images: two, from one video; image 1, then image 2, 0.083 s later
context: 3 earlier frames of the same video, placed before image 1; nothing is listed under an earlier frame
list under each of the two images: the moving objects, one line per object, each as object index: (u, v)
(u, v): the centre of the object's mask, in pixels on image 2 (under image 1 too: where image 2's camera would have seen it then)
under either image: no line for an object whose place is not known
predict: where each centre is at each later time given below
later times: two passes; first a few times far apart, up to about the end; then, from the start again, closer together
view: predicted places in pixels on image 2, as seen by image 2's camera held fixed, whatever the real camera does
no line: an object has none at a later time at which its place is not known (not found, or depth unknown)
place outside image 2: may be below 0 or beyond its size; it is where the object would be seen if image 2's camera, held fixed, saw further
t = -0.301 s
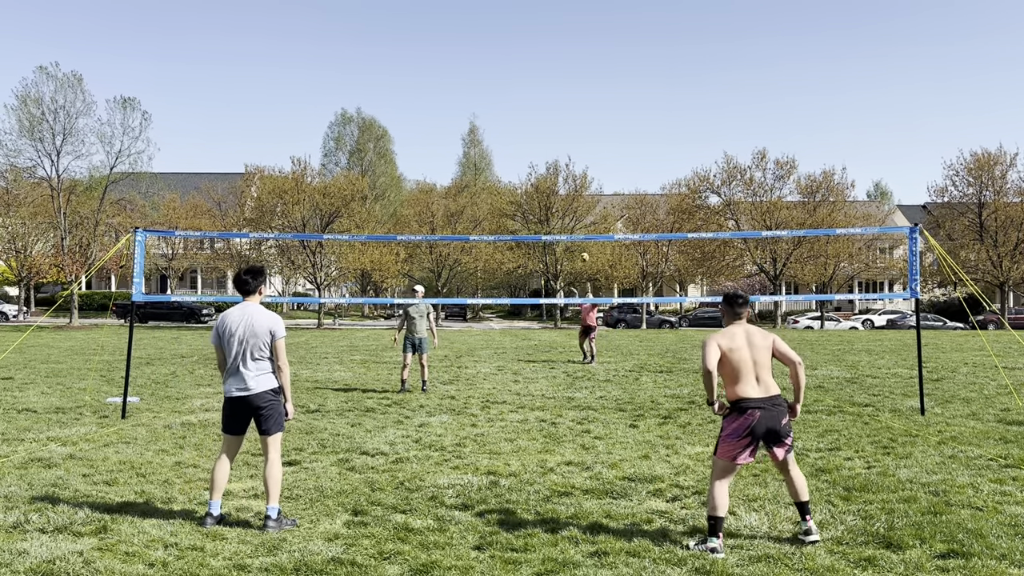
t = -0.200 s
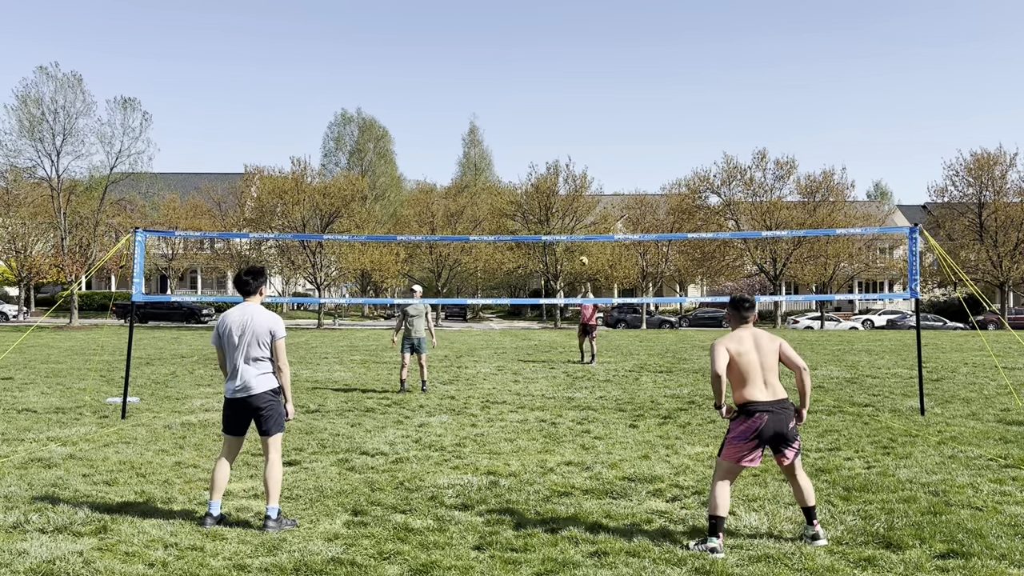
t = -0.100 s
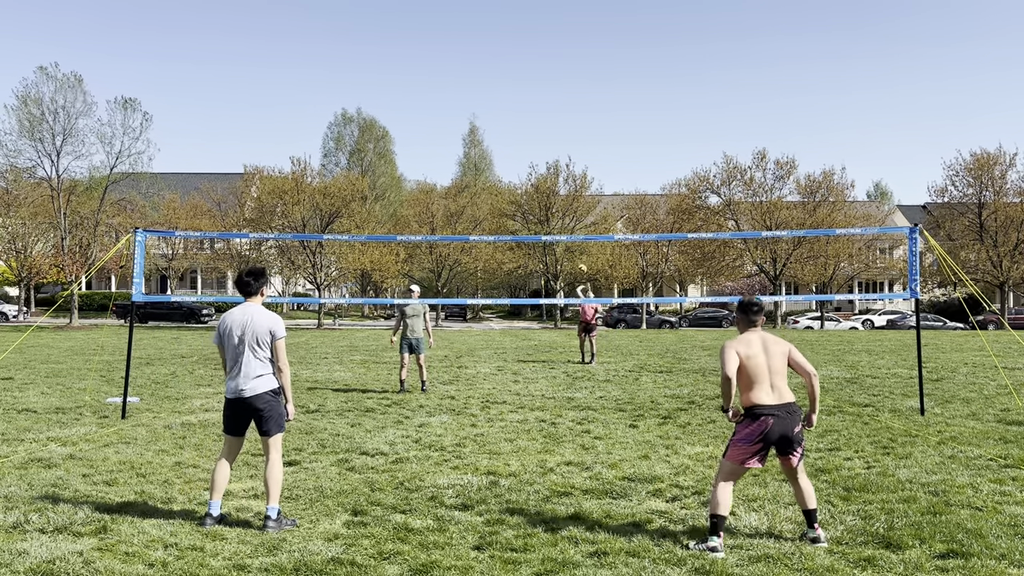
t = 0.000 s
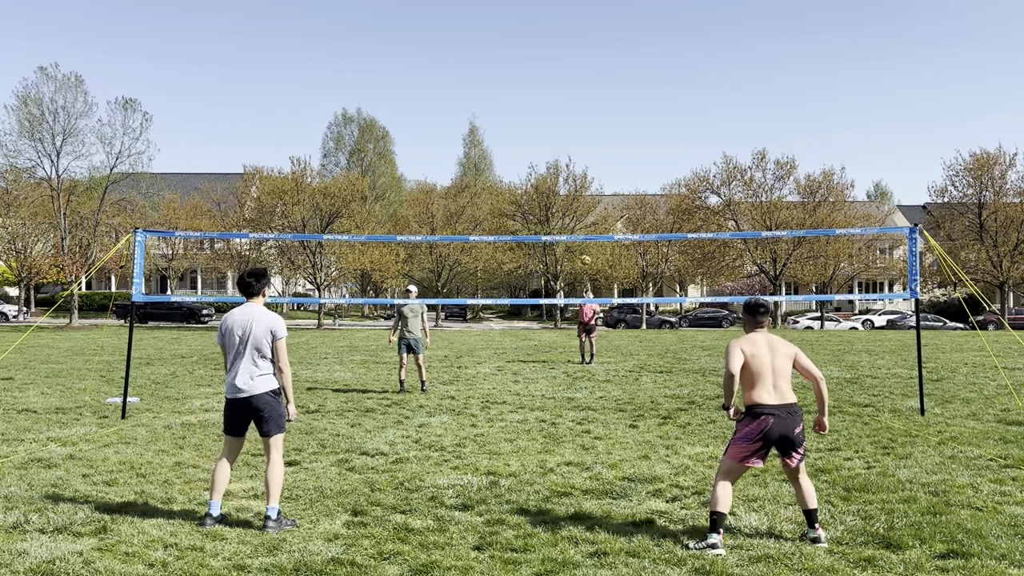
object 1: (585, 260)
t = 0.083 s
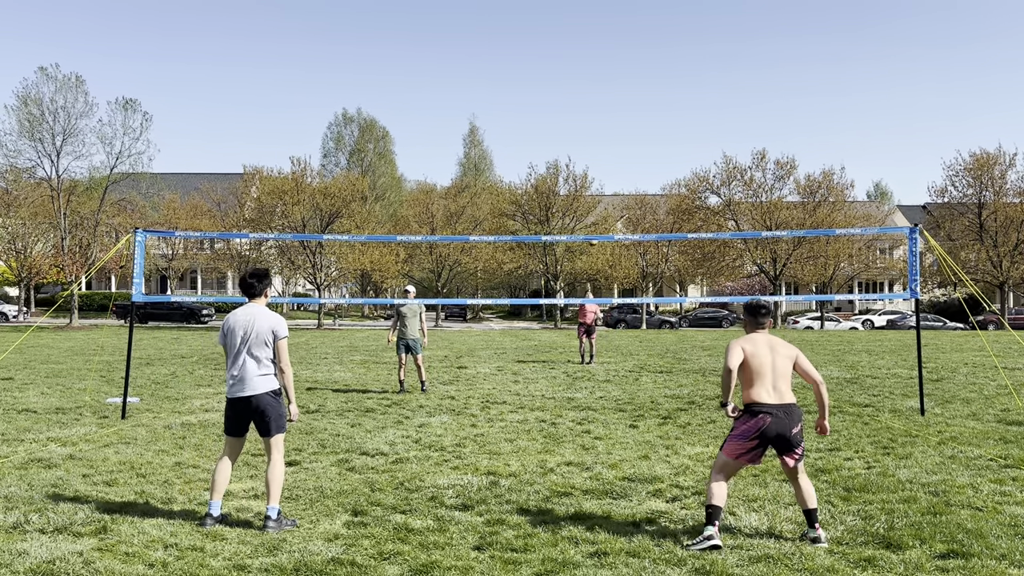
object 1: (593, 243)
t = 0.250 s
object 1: (607, 204)
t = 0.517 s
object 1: (638, 156)
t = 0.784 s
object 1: (679, 144)
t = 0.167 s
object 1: (599, 222)
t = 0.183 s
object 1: (601, 219)
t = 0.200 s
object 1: (603, 215)
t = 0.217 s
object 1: (604, 211)
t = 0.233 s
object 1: (606, 208)
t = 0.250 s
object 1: (607, 204)
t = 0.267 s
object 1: (609, 201)
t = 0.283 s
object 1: (611, 197)
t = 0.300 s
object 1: (613, 194)
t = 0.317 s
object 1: (614, 191)
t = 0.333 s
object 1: (617, 188)
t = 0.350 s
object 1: (618, 185)
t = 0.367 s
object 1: (621, 181)
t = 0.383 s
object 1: (622, 178)
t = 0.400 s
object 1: (624, 175)
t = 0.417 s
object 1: (626, 172)
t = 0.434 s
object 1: (628, 169)
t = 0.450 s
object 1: (630, 166)
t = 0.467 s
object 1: (632, 163)
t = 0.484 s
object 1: (635, 161)
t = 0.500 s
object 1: (637, 158)
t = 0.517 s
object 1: (638, 156)
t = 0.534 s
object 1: (640, 154)
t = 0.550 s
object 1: (642, 152)
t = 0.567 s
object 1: (645, 150)
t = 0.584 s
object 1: (647, 148)
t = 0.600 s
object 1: (649, 147)
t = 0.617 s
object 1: (651, 145)
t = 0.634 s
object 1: (654, 144)
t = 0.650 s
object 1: (656, 143)
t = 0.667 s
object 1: (659, 142)
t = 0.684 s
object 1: (661, 142)
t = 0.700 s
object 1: (664, 141)
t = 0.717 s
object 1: (667, 141)
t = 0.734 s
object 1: (670, 142)
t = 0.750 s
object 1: (672, 142)
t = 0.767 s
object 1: (676, 143)
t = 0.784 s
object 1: (679, 144)
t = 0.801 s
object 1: (682, 145)
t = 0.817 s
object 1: (686, 147)
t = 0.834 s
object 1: (689, 148)
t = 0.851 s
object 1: (693, 151)
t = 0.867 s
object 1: (697, 153)
